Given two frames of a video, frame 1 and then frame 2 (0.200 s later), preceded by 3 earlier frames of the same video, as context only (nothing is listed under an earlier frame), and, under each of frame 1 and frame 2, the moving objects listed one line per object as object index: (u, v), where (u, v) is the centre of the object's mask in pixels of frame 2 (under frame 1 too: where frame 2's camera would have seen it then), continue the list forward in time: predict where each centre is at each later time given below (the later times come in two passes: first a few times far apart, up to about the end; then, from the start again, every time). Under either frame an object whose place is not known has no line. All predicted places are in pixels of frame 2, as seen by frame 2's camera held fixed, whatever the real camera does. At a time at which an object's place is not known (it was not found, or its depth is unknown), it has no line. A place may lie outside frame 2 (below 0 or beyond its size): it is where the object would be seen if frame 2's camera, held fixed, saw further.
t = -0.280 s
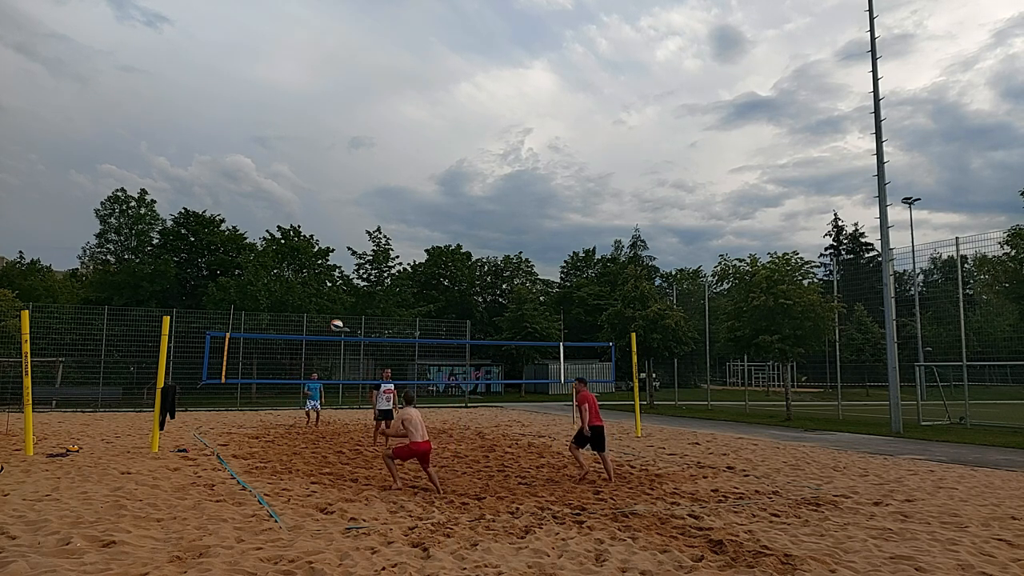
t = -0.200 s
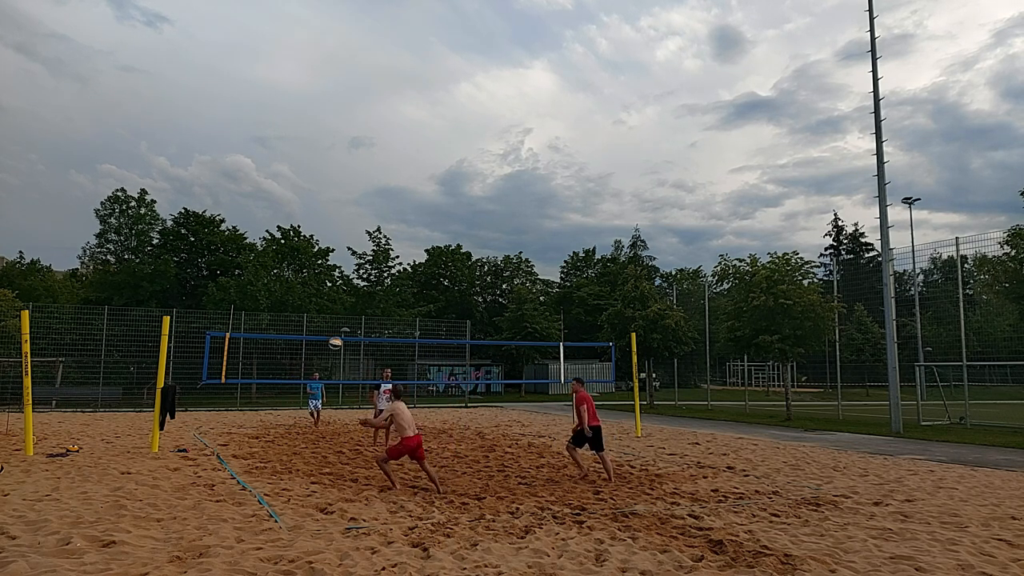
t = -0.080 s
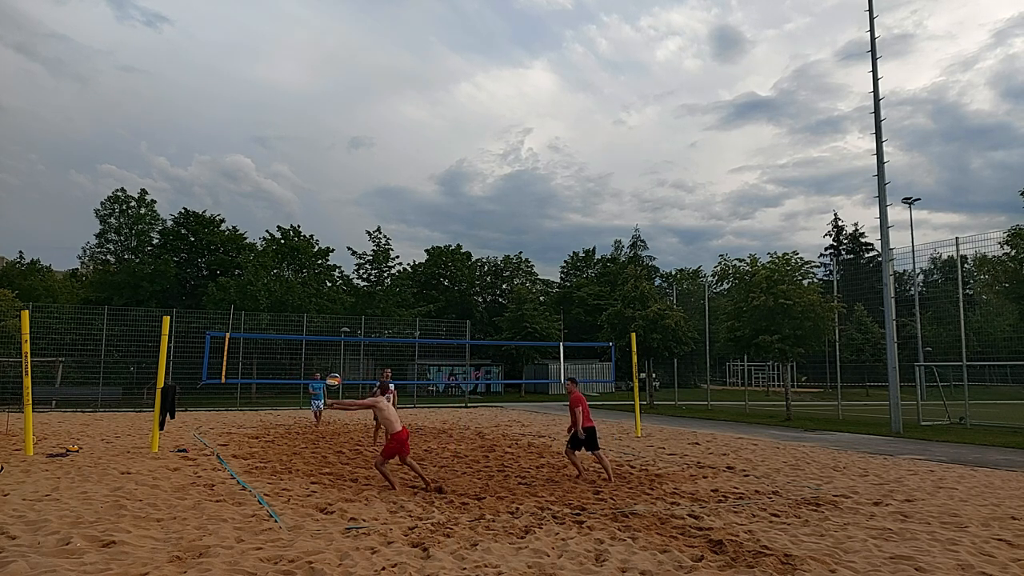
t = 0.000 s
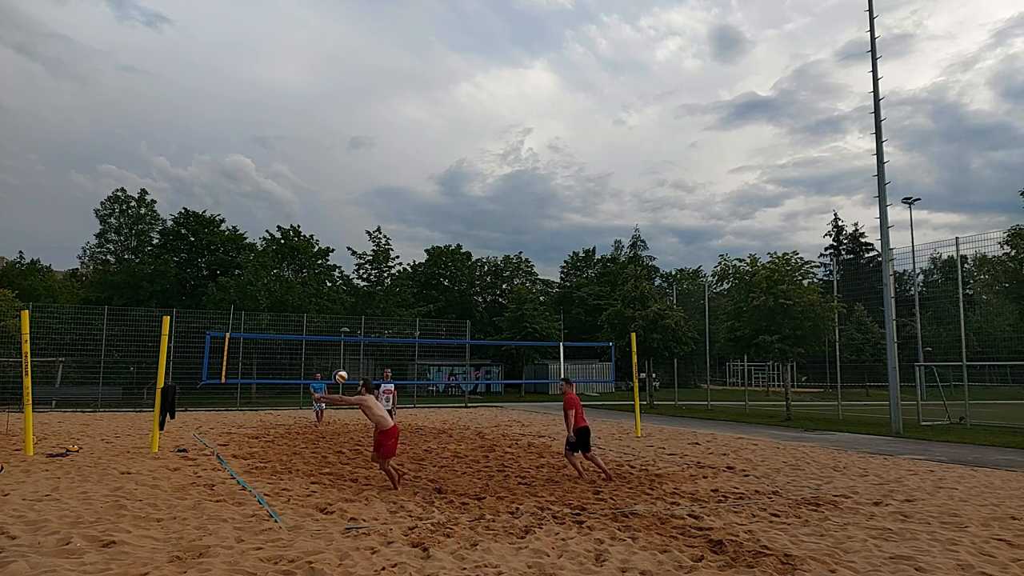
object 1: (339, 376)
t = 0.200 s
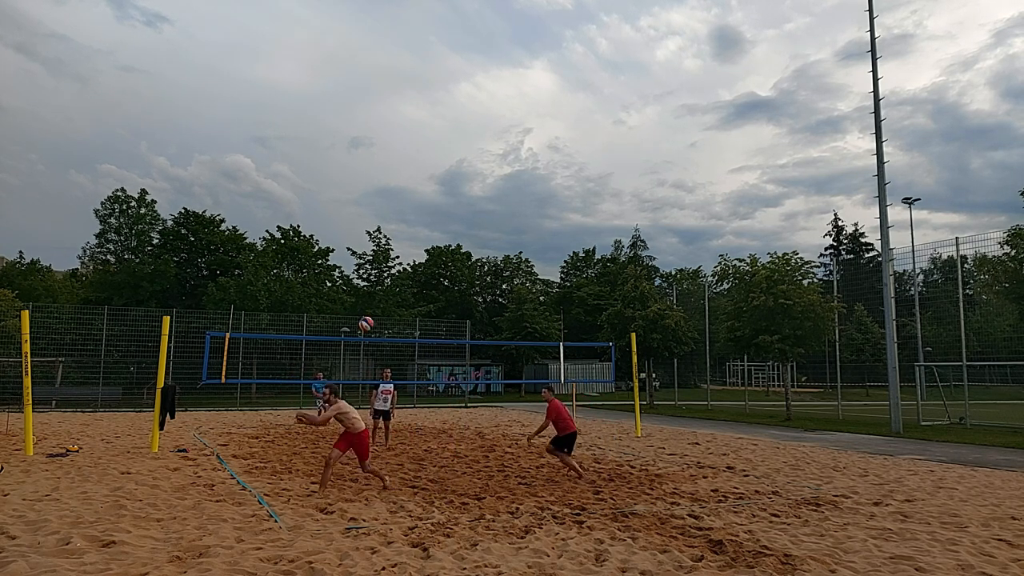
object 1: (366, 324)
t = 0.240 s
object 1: (370, 317)
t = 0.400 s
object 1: (389, 300)
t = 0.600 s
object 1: (409, 302)
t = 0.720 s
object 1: (420, 313)
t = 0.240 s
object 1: (370, 317)
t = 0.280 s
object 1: (376, 310)
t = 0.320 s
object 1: (380, 307)
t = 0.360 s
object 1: (384, 303)
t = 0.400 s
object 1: (389, 300)
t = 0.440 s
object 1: (392, 299)
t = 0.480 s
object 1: (398, 298)
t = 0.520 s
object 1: (402, 298)
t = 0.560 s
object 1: (404, 299)
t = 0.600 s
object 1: (409, 302)
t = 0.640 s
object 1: (413, 304)
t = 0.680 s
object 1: (418, 309)
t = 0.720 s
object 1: (420, 313)
